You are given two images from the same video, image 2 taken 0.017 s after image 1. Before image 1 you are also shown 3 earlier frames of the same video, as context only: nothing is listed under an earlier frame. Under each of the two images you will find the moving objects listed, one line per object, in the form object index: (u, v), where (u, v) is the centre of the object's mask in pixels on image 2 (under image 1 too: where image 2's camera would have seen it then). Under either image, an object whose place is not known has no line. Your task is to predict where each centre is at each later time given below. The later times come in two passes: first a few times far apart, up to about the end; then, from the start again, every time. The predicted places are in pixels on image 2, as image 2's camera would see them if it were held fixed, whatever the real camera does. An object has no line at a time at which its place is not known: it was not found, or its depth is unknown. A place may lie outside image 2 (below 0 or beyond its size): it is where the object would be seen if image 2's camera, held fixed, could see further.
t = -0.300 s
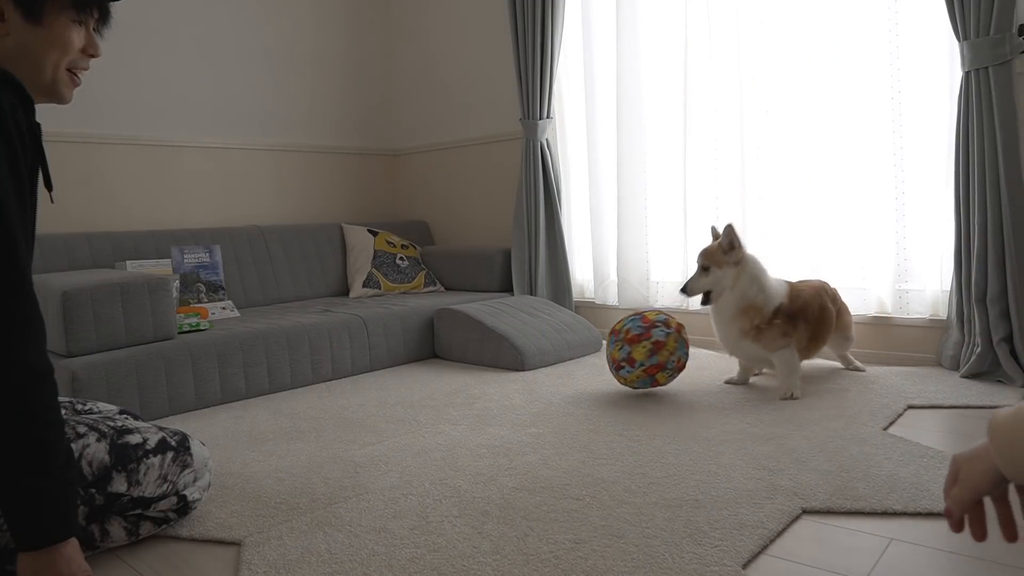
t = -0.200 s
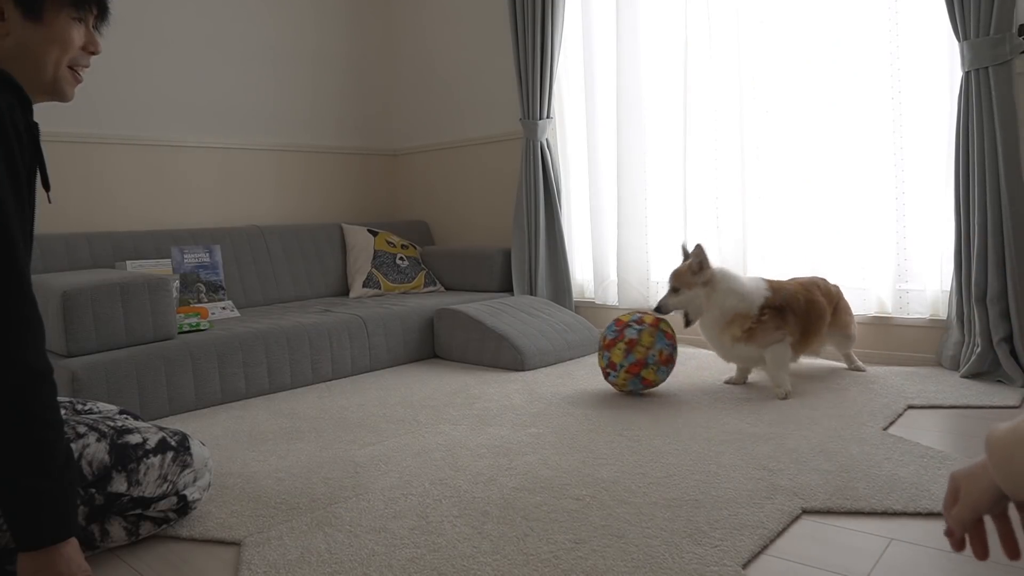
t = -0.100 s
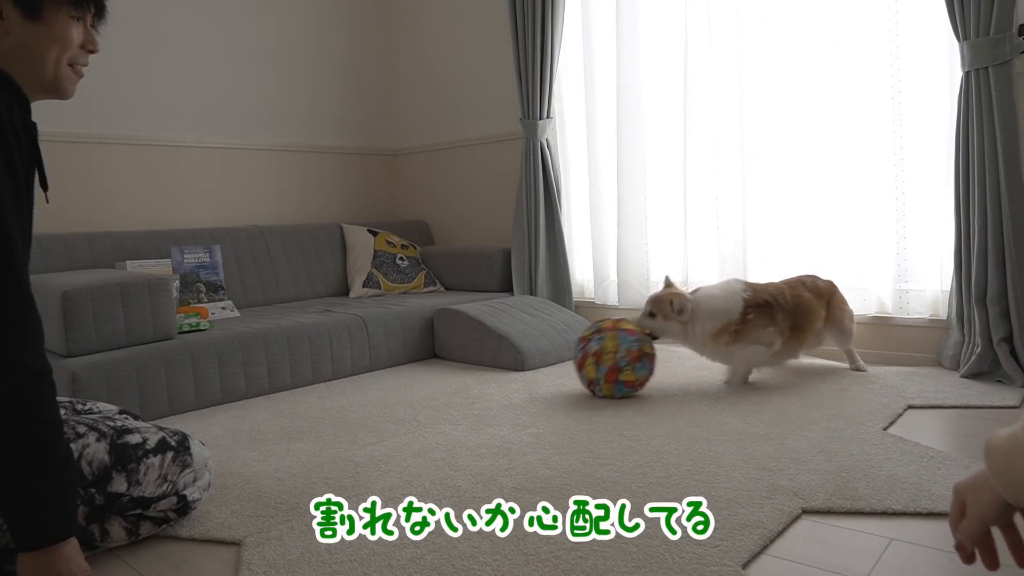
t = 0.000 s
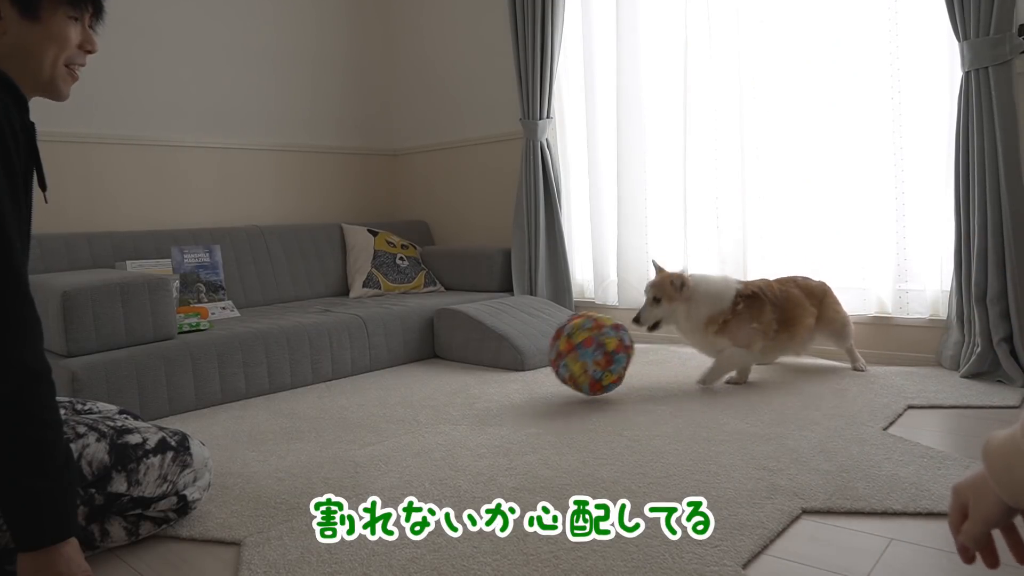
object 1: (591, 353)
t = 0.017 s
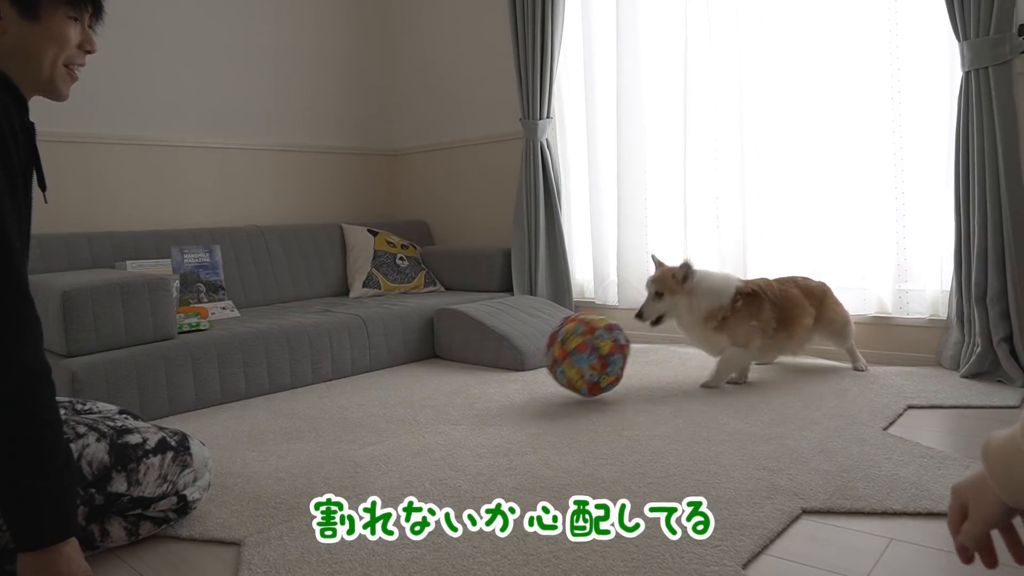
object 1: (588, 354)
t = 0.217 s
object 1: (541, 369)
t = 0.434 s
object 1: (494, 373)
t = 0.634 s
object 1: (452, 380)
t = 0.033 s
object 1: (584, 356)
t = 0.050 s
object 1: (580, 359)
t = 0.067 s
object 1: (577, 362)
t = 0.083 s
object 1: (573, 365)
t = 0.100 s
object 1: (569, 366)
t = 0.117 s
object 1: (565, 366)
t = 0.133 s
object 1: (560, 366)
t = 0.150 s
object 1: (556, 367)
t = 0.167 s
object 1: (552, 368)
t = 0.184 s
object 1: (549, 369)
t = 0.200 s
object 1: (545, 369)
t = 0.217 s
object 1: (541, 369)
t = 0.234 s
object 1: (536, 370)
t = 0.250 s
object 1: (532, 371)
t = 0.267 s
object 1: (529, 371)
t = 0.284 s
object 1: (525, 371)
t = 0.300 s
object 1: (521, 371)
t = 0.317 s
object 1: (518, 371)
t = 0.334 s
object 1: (514, 372)
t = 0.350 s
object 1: (511, 373)
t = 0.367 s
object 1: (508, 373)
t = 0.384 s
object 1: (504, 374)
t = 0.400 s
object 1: (501, 374)
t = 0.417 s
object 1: (497, 374)
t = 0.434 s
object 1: (494, 373)
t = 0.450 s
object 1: (490, 373)
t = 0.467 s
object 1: (487, 373)
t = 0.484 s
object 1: (484, 374)
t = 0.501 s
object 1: (480, 374)
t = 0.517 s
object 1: (477, 375)
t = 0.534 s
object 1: (474, 376)
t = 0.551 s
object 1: (470, 377)
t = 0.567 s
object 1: (466, 377)
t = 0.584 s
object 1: (463, 378)
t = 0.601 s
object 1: (459, 379)
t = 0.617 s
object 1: (455, 379)
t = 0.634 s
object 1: (452, 380)
